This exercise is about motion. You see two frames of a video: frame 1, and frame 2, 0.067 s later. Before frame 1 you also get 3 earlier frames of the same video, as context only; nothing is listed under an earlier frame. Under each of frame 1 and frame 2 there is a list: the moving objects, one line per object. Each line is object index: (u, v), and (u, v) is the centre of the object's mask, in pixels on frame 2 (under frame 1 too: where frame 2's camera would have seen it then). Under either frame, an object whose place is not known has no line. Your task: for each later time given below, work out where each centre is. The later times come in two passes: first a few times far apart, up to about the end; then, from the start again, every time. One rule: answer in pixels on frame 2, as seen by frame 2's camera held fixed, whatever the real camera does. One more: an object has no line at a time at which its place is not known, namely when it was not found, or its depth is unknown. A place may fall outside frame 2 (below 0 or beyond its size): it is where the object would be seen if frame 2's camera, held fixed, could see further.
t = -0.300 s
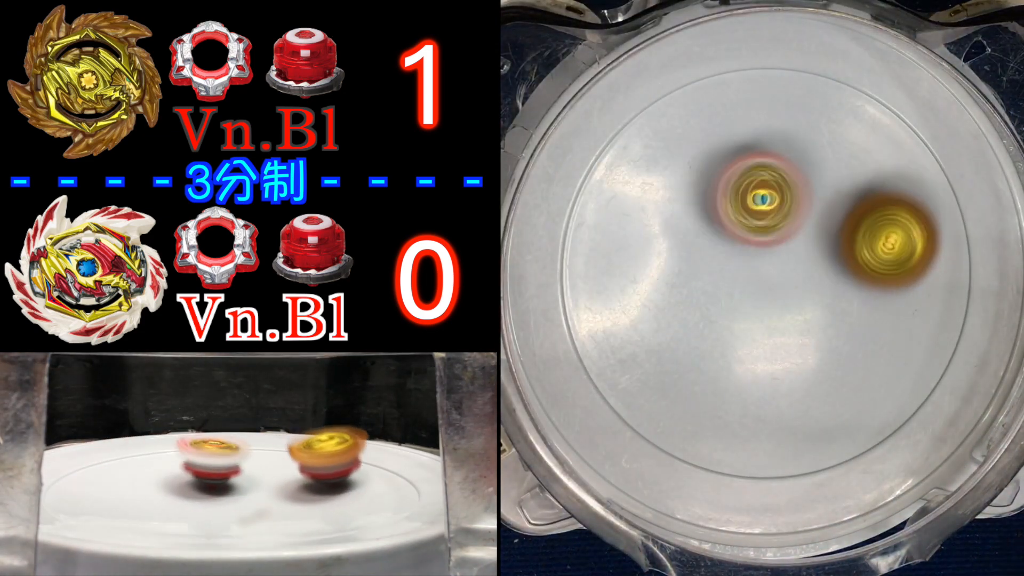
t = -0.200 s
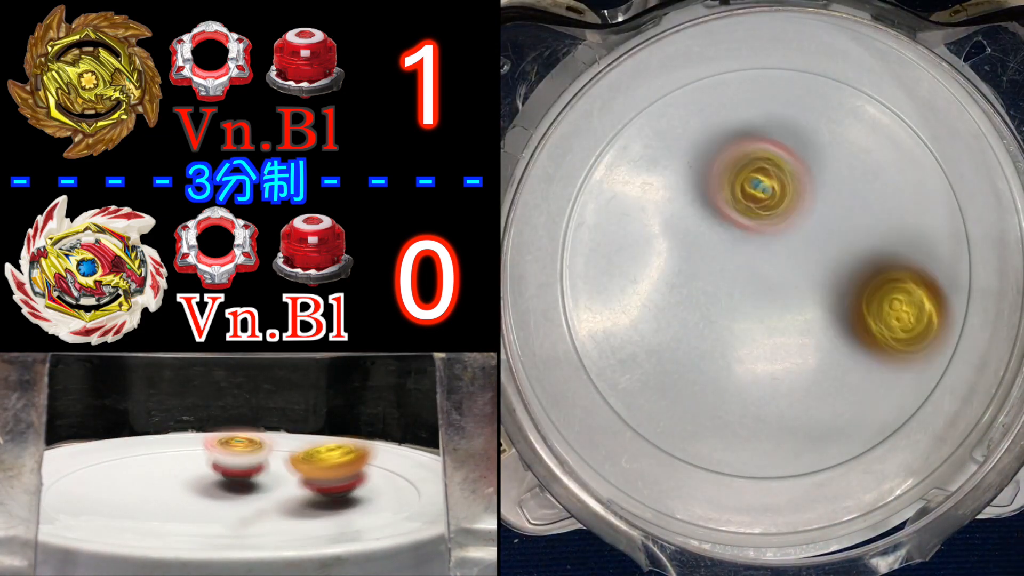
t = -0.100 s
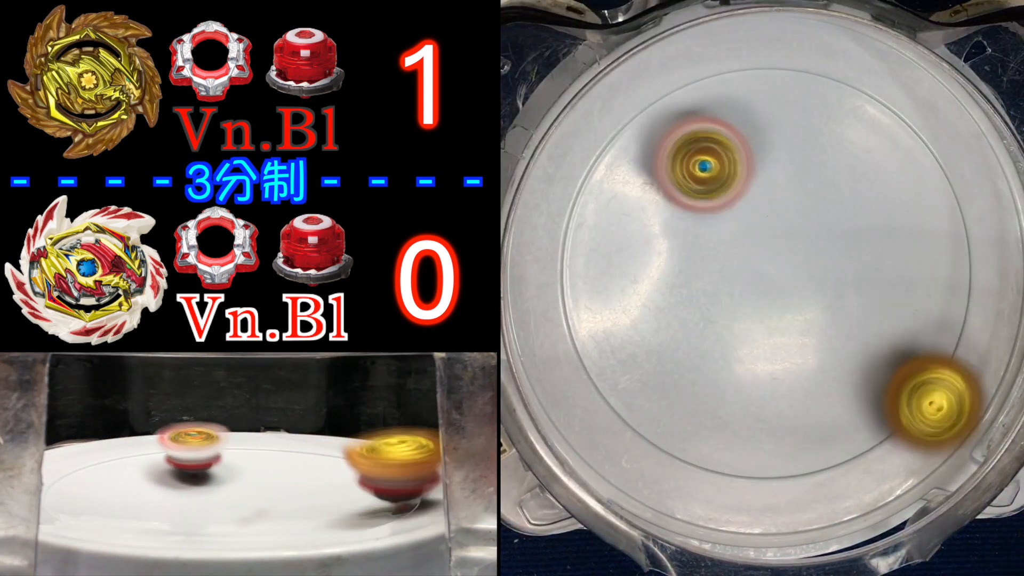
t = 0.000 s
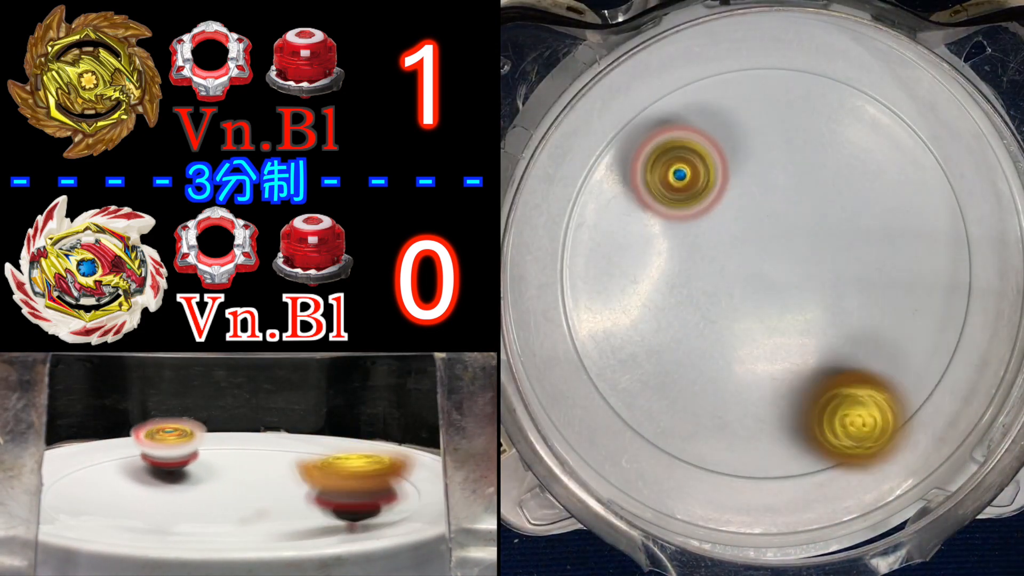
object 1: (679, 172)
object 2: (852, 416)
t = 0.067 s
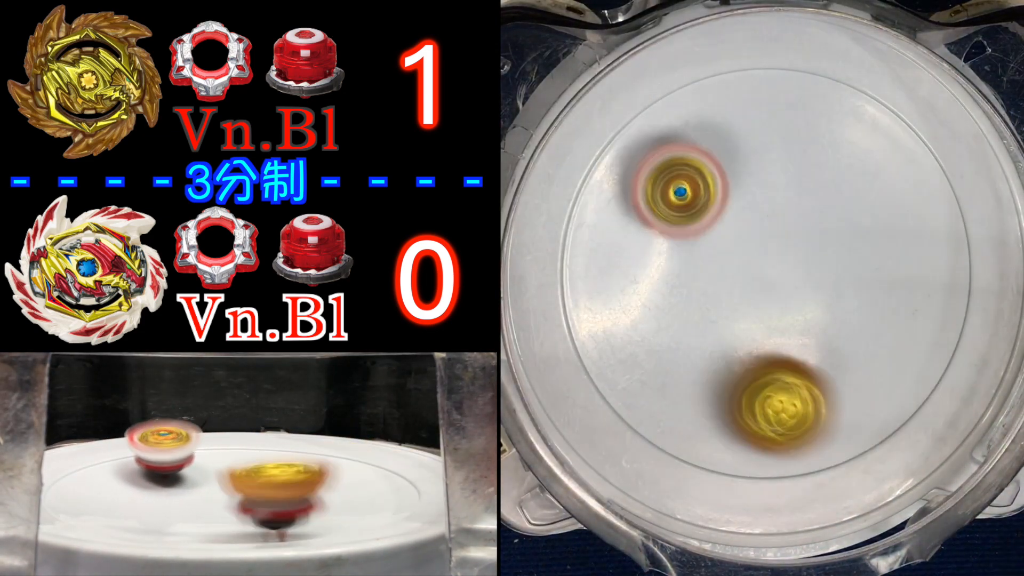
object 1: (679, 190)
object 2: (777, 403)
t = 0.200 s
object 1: (707, 237)
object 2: (635, 320)
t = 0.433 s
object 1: (758, 324)
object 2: (645, 135)
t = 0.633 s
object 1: (757, 363)
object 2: (863, 128)
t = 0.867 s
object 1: (733, 347)
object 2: (958, 331)
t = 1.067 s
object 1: (747, 302)
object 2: (773, 476)
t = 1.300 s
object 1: (809, 277)
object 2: (573, 270)
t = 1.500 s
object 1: (853, 284)
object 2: (724, 78)
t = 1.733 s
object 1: (901, 398)
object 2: (974, 153)
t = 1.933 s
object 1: (872, 461)
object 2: (988, 287)
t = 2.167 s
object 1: (705, 371)
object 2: (929, 402)
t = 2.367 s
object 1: (605, 259)
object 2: (859, 369)
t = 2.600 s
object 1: (665, 186)
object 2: (791, 278)
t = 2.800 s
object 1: (705, 193)
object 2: (823, 217)
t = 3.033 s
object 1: (730, 237)
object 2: (850, 201)
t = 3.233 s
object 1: (751, 286)
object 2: (828, 207)
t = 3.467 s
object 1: (776, 337)
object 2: (790, 200)
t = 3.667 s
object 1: (797, 346)
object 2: (753, 207)
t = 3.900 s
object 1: (814, 322)
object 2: (720, 240)
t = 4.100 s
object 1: (811, 282)
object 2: (704, 274)
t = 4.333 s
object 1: (797, 241)
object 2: (701, 308)
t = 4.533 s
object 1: (773, 223)
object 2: (720, 326)
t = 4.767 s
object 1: (741, 222)
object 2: (761, 339)
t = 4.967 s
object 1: (724, 234)
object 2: (799, 356)
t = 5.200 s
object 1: (726, 265)
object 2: (825, 325)
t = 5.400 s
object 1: (740, 292)
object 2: (847, 286)
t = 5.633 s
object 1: (766, 310)
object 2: (854, 235)
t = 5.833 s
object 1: (791, 310)
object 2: (827, 207)
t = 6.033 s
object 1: (801, 302)
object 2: (785, 184)
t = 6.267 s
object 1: (803, 279)
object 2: (732, 197)
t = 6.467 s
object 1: (798, 266)
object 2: (697, 234)
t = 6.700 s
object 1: (800, 259)
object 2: (682, 296)
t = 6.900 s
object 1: (792, 262)
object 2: (708, 340)
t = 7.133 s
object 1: (785, 247)
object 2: (760, 370)
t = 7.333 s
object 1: (781, 245)
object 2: (809, 350)
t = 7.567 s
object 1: (733, 218)
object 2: (853, 317)
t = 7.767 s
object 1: (715, 217)
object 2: (844, 260)
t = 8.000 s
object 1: (701, 264)
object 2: (814, 209)
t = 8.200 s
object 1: (707, 314)
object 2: (763, 203)
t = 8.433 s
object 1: (758, 345)
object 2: (717, 246)
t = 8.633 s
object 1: (812, 334)
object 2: (709, 299)
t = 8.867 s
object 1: (839, 280)
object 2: (745, 339)
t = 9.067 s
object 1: (822, 234)
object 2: (791, 335)
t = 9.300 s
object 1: (765, 203)
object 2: (823, 292)
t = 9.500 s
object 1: (716, 223)
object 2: (822, 248)
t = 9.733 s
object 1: (705, 292)
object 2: (798, 215)
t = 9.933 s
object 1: (746, 327)
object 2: (764, 219)
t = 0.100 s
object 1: (684, 201)
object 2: (737, 389)
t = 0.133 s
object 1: (691, 213)
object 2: (698, 369)
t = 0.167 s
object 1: (699, 225)
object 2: (666, 346)
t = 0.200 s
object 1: (707, 237)
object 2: (635, 320)
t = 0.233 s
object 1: (716, 250)
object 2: (611, 289)
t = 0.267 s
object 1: (725, 263)
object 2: (593, 259)
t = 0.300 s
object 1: (734, 276)
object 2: (582, 226)
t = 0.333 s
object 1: (742, 289)
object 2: (579, 196)
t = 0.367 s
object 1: (748, 301)
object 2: (590, 170)
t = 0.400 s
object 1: (754, 313)
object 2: (613, 151)
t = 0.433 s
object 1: (758, 324)
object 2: (645, 135)
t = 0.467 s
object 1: (760, 334)
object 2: (680, 122)
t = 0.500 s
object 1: (762, 342)
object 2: (713, 113)
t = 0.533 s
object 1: (762, 350)
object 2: (750, 109)
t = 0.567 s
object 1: (762, 355)
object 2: (788, 110)
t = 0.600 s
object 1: (760, 360)
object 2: (825, 116)
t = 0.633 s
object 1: (757, 363)
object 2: (863, 128)
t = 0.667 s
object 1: (754, 364)
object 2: (894, 146)
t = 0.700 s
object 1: (750, 365)
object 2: (922, 168)
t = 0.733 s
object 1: (746, 364)
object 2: (943, 196)
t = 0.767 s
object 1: (742, 361)
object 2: (959, 227)
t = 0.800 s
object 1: (738, 358)
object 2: (966, 260)
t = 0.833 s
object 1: (735, 353)
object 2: (967, 297)
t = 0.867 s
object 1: (733, 347)
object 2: (958, 331)
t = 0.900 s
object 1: (733, 341)
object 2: (944, 366)
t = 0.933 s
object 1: (733, 333)
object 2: (921, 399)
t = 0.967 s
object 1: (735, 326)
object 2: (892, 425)
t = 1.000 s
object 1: (738, 318)
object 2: (856, 449)
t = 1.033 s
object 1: (742, 310)
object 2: (817, 466)
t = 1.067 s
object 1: (747, 302)
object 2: (773, 476)
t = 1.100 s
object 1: (754, 295)
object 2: (728, 477)
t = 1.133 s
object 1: (761, 289)
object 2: (686, 462)
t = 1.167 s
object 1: (770, 284)
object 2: (649, 435)
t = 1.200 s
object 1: (779, 281)
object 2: (615, 403)
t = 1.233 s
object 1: (788, 279)
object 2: (587, 366)
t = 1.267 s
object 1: (798, 278)
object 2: (575, 319)
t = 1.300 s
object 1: (809, 277)
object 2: (573, 270)
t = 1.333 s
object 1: (819, 277)
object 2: (578, 226)
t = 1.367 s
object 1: (827, 278)
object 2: (592, 182)
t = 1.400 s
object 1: (836, 279)
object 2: (618, 146)
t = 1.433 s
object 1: (843, 281)
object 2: (651, 117)
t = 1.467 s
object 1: (849, 282)
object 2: (687, 95)
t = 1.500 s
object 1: (853, 284)
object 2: (724, 78)
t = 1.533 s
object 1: (857, 286)
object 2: (762, 75)
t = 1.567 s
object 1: (858, 288)
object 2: (803, 83)
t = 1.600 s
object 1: (858, 290)
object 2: (846, 104)
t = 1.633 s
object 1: (856, 292)
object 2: (885, 112)
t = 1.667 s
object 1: (871, 325)
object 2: (922, 124)
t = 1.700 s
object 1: (888, 363)
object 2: (952, 137)
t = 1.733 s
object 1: (901, 398)
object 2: (974, 153)
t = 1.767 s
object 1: (905, 423)
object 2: (987, 170)
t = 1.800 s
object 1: (903, 441)
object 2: (993, 192)
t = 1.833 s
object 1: (898, 452)
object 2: (996, 212)
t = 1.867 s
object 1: (890, 459)
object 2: (997, 236)
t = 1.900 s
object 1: (882, 462)
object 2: (994, 263)
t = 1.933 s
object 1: (872, 461)
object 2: (988, 287)
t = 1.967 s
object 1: (861, 456)
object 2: (982, 311)
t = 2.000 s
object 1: (845, 444)
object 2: (966, 335)
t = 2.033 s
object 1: (830, 428)
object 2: (947, 357)
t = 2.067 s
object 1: (816, 412)
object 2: (925, 379)
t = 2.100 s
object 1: (794, 397)
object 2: (911, 393)
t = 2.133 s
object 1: (745, 385)
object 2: (922, 399)
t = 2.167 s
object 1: (705, 371)
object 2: (929, 402)
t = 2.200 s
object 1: (672, 355)
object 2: (924, 400)
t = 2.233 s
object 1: (647, 336)
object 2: (913, 396)
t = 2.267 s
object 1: (626, 316)
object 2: (901, 391)
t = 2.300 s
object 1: (614, 297)
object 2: (888, 385)
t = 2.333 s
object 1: (607, 277)
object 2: (874, 378)
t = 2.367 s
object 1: (605, 259)
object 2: (859, 369)
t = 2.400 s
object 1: (606, 243)
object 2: (845, 359)
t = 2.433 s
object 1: (611, 229)
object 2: (832, 349)
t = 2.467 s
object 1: (618, 216)
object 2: (821, 336)
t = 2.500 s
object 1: (628, 204)
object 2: (812, 323)
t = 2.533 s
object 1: (639, 196)
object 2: (804, 309)
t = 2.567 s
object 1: (652, 189)
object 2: (797, 293)
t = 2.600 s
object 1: (665, 186)
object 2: (791, 278)
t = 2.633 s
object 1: (679, 184)
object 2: (788, 263)
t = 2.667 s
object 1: (694, 186)
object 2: (785, 248)
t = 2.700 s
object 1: (701, 187)
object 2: (791, 236)
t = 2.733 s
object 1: (701, 187)
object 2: (803, 229)
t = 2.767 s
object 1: (702, 189)
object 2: (814, 223)
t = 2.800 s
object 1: (705, 193)
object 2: (823, 217)
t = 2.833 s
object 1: (707, 197)
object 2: (831, 212)
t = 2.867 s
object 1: (710, 202)
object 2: (837, 209)
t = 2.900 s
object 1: (714, 209)
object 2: (842, 206)
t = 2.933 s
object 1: (717, 215)
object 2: (846, 204)
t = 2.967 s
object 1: (721, 222)
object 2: (848, 202)
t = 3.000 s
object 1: (726, 230)
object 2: (849, 201)
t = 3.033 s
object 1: (730, 237)
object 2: (850, 201)
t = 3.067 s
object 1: (734, 245)
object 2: (849, 201)
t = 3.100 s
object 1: (738, 252)
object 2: (846, 203)
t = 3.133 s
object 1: (742, 260)
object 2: (843, 205)
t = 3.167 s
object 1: (746, 267)
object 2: (837, 208)
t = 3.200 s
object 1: (749, 275)
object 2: (831, 210)
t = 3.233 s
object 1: (751, 286)
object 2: (828, 207)
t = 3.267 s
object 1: (753, 297)
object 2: (825, 204)
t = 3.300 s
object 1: (756, 306)
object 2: (821, 202)
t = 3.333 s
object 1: (760, 313)
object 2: (816, 201)
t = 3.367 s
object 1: (764, 320)
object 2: (811, 201)
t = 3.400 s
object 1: (769, 327)
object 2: (804, 200)
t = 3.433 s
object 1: (773, 332)
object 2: (797, 200)
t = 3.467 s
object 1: (776, 337)
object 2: (790, 200)
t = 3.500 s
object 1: (780, 341)
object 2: (783, 200)
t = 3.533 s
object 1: (784, 344)
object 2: (777, 200)
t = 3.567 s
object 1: (787, 346)
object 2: (771, 201)
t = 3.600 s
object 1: (791, 347)
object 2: (764, 202)
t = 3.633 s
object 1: (794, 347)
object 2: (759, 204)
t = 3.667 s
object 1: (797, 346)
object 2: (753, 207)
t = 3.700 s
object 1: (800, 344)
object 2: (748, 210)
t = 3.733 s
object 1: (803, 341)
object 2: (743, 214)
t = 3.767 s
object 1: (806, 338)
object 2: (738, 219)
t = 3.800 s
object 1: (808, 334)
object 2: (733, 224)
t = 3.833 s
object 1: (810, 330)
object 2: (729, 229)
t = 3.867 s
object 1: (812, 326)
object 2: (725, 234)
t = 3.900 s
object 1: (814, 322)
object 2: (720, 240)
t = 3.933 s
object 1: (815, 316)
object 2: (717, 245)
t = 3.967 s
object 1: (815, 310)
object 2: (714, 250)
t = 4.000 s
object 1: (814, 304)
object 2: (711, 256)
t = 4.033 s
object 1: (813, 296)
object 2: (709, 262)
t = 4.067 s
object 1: (812, 289)
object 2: (707, 268)
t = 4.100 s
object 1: (811, 282)
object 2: (704, 274)
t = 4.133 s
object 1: (810, 276)
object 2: (703, 279)
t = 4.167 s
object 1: (809, 269)
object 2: (701, 285)
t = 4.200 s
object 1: (807, 263)
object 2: (699, 290)
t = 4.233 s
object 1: (805, 256)
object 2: (699, 295)
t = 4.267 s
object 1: (803, 251)
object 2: (699, 299)
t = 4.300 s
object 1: (800, 245)
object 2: (699, 304)
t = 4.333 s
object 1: (797, 241)
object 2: (701, 308)
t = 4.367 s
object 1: (794, 236)
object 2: (703, 312)
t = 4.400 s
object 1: (790, 233)
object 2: (705, 315)
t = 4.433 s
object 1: (786, 229)
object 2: (708, 318)
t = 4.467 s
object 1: (782, 227)
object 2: (712, 321)
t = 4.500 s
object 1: (778, 224)
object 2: (716, 324)
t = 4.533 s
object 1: (773, 223)
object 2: (720, 326)
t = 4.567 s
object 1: (768, 222)
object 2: (725, 328)
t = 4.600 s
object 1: (764, 221)
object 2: (730, 329)
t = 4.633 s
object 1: (760, 221)
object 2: (735, 330)
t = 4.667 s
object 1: (755, 222)
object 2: (741, 331)
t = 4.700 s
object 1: (751, 224)
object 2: (747, 331)
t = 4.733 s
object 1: (747, 226)
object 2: (753, 332)
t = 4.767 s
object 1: (741, 222)
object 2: (761, 339)
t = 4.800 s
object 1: (737, 222)
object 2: (769, 346)
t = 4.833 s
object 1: (734, 223)
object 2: (776, 351)
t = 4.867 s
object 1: (731, 225)
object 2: (783, 354)
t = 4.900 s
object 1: (728, 228)
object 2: (789, 357)
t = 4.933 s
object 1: (726, 230)
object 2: (794, 357)
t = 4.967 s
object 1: (724, 234)
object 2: (799, 356)
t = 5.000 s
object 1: (723, 237)
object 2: (803, 354)
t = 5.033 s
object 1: (722, 242)
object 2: (808, 350)
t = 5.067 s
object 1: (722, 246)
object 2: (811, 346)
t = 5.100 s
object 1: (722, 250)
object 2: (815, 342)
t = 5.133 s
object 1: (723, 255)
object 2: (819, 337)
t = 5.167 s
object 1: (724, 260)
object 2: (822, 331)
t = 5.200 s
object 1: (726, 265)
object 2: (825, 325)
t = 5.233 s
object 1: (728, 270)
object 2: (828, 319)
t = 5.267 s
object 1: (731, 275)
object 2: (830, 313)
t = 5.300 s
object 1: (732, 280)
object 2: (835, 307)
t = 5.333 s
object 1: (734, 284)
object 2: (841, 301)
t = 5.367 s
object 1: (737, 288)
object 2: (845, 294)
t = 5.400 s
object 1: (740, 292)
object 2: (847, 286)
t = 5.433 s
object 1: (744, 295)
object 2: (849, 279)
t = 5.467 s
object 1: (748, 298)
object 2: (850, 271)
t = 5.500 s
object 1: (751, 302)
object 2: (854, 263)
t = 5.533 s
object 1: (754, 304)
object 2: (855, 255)
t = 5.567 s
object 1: (758, 307)
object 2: (856, 248)
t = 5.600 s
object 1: (762, 309)
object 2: (855, 242)
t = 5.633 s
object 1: (766, 310)
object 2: (854, 235)
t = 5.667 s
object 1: (771, 311)
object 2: (852, 230)
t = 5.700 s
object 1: (775, 311)
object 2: (848, 225)
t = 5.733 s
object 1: (779, 311)
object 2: (844, 220)
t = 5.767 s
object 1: (783, 310)
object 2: (839, 216)
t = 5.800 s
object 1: (787, 309)
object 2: (833, 212)
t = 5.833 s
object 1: (791, 310)
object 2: (827, 207)
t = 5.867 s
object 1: (793, 311)
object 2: (822, 200)
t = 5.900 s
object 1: (795, 311)
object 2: (815, 195)
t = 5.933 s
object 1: (797, 310)
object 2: (808, 190)
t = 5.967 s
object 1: (799, 308)
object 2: (801, 187)
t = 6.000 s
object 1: (800, 305)
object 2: (793, 185)
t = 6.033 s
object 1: (801, 302)
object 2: (785, 184)
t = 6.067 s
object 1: (802, 300)
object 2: (777, 183)
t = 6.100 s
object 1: (803, 296)
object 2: (770, 183)
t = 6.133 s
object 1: (803, 293)
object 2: (763, 184)
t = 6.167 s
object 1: (803, 289)
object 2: (755, 186)
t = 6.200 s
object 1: (803, 285)
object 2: (748, 189)
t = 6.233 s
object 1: (802, 282)
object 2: (741, 193)
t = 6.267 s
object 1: (803, 279)
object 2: (732, 197)
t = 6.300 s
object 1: (803, 276)
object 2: (725, 202)
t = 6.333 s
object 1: (802, 274)
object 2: (718, 207)
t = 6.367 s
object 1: (802, 271)
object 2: (711, 212)
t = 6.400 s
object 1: (801, 269)
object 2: (705, 219)
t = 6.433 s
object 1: (800, 267)
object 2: (701, 226)
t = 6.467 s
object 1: (798, 266)
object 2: (697, 234)
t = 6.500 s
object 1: (799, 263)
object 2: (691, 243)
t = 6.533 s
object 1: (801, 262)
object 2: (686, 252)
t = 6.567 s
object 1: (801, 261)
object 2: (683, 262)
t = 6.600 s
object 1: (801, 260)
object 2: (681, 271)
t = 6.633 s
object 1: (801, 260)
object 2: (681, 279)
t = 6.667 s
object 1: (801, 260)
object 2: (681, 288)
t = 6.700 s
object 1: (800, 259)
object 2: (682, 296)
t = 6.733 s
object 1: (799, 259)
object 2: (684, 305)
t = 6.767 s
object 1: (798, 259)
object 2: (687, 313)
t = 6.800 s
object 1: (797, 260)
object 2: (691, 320)
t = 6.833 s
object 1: (796, 260)
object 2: (696, 327)
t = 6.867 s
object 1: (794, 261)
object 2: (702, 334)
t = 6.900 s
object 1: (792, 262)
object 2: (708, 340)
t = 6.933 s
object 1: (791, 263)
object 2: (716, 345)
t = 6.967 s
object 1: (789, 264)
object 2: (724, 349)
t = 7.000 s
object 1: (787, 265)
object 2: (731, 353)
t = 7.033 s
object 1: (787, 258)
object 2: (738, 361)
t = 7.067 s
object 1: (787, 252)
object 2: (745, 366)
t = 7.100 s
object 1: (786, 249)
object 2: (752, 369)
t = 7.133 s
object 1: (785, 247)
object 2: (760, 370)
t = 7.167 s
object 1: (786, 246)
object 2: (769, 369)
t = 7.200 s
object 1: (785, 245)
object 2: (777, 368)
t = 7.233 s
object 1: (783, 245)
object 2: (786, 365)
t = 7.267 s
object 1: (782, 244)
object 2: (793, 361)
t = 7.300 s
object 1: (782, 244)
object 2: (801, 356)
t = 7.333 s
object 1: (781, 245)
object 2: (809, 350)
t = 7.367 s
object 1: (780, 246)
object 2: (816, 344)
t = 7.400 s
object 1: (778, 246)
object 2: (823, 337)
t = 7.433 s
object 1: (767, 238)
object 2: (833, 338)
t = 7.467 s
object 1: (754, 230)
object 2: (842, 338)
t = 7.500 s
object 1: (745, 225)
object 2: (848, 334)
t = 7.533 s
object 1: (738, 220)
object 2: (851, 326)
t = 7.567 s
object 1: (733, 218)
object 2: (853, 317)
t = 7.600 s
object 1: (729, 216)
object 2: (854, 308)
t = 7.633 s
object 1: (725, 214)
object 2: (854, 298)
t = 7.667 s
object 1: (722, 214)
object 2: (852, 288)
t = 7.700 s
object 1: (719, 214)
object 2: (850, 278)
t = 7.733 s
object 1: (717, 215)
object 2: (848, 269)
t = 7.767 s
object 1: (715, 217)
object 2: (844, 260)
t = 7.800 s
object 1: (714, 221)
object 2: (839, 251)
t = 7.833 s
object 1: (714, 224)
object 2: (833, 243)
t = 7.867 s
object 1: (714, 229)
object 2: (828, 235)
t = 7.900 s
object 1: (716, 233)
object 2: (821, 228)
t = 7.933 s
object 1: (714, 242)
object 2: (817, 221)
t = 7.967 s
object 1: (706, 252)
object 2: (817, 215)
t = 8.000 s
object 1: (701, 264)
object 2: (814, 209)
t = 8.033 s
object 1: (698, 274)
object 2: (808, 204)
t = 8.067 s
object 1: (698, 283)
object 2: (799, 201)
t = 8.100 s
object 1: (699, 291)
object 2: (790, 200)
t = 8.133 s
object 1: (700, 299)
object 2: (781, 200)
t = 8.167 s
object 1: (703, 307)
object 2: (772, 201)
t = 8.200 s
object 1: (707, 314)
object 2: (763, 203)
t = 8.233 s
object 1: (712, 321)
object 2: (754, 206)
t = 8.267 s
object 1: (718, 327)
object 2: (746, 212)
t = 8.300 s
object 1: (725, 333)
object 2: (739, 217)
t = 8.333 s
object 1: (733, 337)
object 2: (733, 224)
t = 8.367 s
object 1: (741, 341)
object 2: (727, 231)
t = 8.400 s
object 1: (750, 343)
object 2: (721, 238)
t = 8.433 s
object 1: (758, 345)
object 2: (717, 246)
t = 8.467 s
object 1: (769, 346)
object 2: (713, 254)
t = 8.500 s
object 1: (778, 346)
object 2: (710, 263)
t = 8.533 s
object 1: (787, 345)
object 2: (708, 273)
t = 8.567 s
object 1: (795, 343)
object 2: (706, 282)
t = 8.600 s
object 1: (804, 339)
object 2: (707, 290)
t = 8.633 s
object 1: (812, 334)
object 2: (709, 299)
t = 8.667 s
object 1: (819, 328)
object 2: (710, 307)
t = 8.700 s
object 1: (825, 322)
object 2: (714, 314)
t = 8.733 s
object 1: (830, 315)
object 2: (719, 321)
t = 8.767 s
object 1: (834, 307)
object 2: (724, 327)
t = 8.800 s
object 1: (837, 299)
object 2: (731, 331)
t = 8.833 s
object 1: (838, 290)
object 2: (737, 335)
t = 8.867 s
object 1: (839, 280)
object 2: (745, 339)
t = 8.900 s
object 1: (839, 272)
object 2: (753, 341)
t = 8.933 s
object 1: (838, 263)
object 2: (761, 342)
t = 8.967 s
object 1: (835, 255)
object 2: (769, 342)
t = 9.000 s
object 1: (832, 247)
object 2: (776, 341)
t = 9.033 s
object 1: (828, 240)
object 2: (784, 339)
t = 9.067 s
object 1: (822, 234)
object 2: (791, 335)
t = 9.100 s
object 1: (816, 228)
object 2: (798, 331)
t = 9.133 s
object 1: (808, 220)
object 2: (804, 327)
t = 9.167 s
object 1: (798, 213)
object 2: (810, 321)
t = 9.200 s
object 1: (789, 209)
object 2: (815, 315)
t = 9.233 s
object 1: (781, 205)
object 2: (818, 308)
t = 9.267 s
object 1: (773, 203)
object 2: (822, 300)
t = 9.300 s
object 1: (765, 203)
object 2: (823, 292)
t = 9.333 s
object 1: (757, 204)
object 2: (824, 284)
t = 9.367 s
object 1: (747, 205)
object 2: (826, 277)
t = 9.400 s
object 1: (738, 208)
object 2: (827, 270)
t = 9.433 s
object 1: (729, 212)
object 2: (826, 262)
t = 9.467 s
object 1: (722, 217)
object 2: (824, 255)
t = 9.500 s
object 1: (716, 223)
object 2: (822, 248)
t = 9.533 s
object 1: (712, 230)
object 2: (818, 242)
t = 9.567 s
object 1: (709, 238)
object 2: (814, 236)
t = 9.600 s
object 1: (702, 249)
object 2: (814, 230)
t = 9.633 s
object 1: (700, 261)
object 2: (812, 225)
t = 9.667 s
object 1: (700, 272)
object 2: (808, 221)
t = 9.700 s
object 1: (702, 282)
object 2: (803, 218)
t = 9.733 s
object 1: (705, 292)
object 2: (798, 215)
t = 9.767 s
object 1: (709, 301)
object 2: (793, 213)
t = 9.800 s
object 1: (714, 308)
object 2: (787, 212)
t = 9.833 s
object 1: (721, 315)
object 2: (781, 212)
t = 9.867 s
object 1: (729, 320)
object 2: (775, 213)
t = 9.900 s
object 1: (737, 324)
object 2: (770, 215)
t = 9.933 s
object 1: (746, 327)
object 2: (764, 219)
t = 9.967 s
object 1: (756, 329)
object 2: (759, 223)
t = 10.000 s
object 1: (765, 329)
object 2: (754, 228)
